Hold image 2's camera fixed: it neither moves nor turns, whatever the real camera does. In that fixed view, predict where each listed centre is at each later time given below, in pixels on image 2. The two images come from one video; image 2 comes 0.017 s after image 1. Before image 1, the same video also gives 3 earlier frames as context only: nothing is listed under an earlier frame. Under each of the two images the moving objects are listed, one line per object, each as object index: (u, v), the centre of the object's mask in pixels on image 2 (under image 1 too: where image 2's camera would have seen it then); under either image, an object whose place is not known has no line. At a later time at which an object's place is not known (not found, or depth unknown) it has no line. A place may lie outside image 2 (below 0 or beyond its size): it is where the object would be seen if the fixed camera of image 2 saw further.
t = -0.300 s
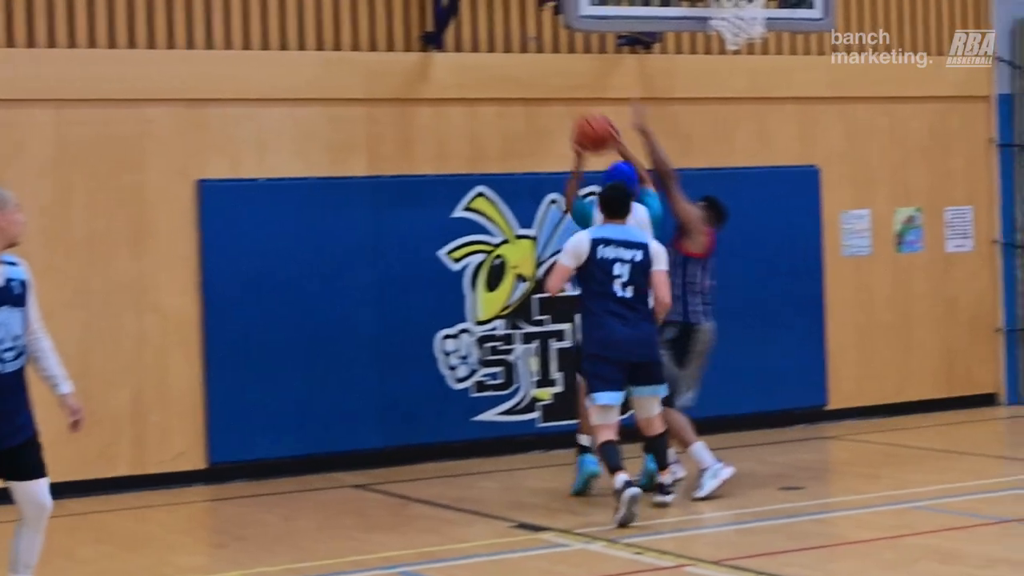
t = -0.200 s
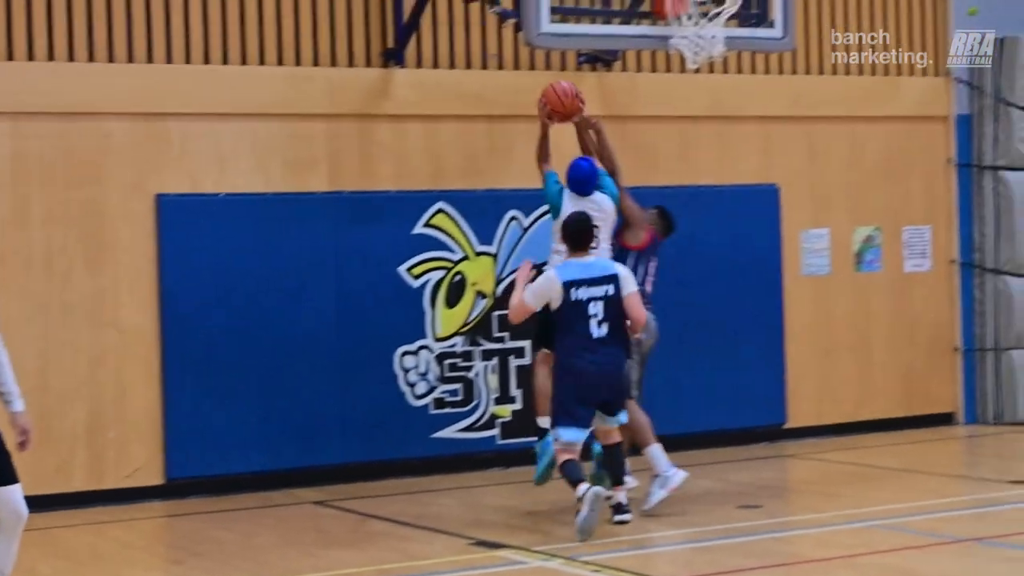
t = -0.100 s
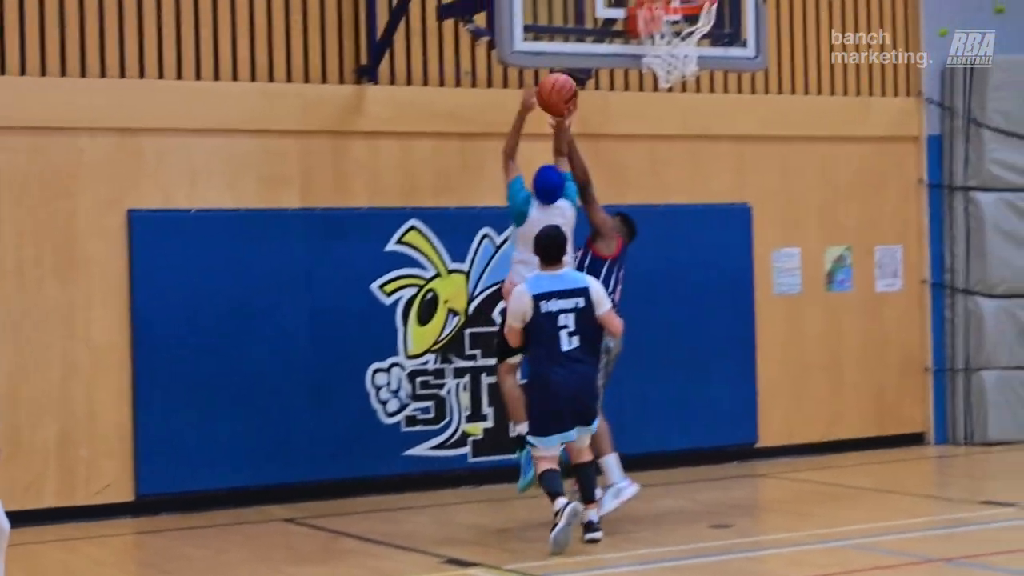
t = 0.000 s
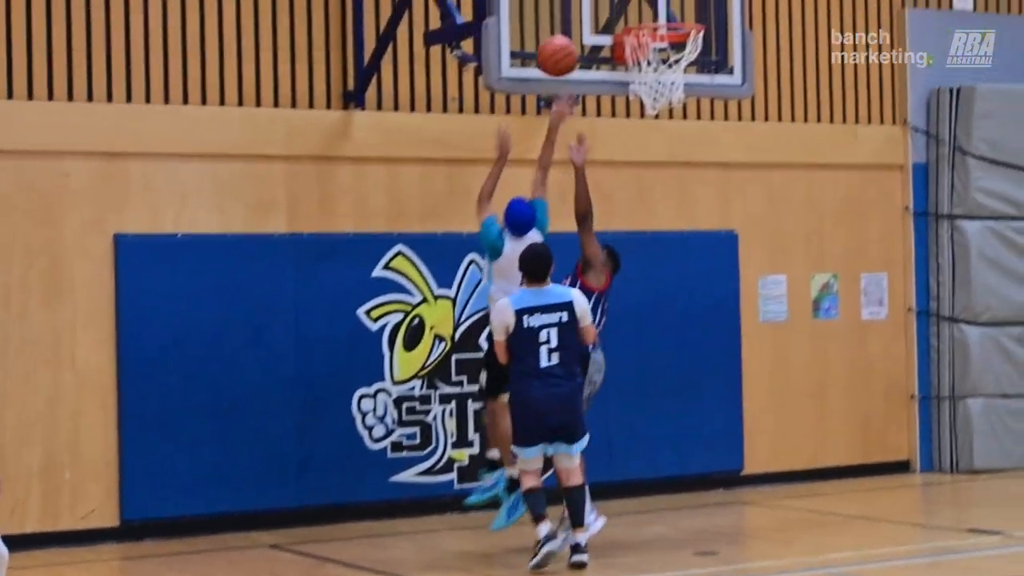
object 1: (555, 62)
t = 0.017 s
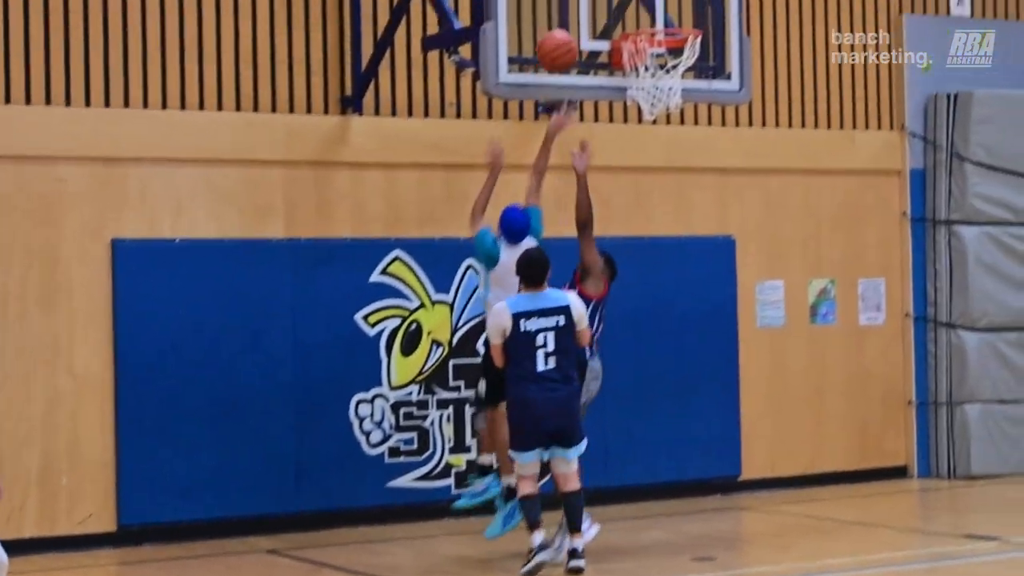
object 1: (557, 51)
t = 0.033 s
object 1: (559, 39)
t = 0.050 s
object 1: (562, 29)
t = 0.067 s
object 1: (564, 19)
